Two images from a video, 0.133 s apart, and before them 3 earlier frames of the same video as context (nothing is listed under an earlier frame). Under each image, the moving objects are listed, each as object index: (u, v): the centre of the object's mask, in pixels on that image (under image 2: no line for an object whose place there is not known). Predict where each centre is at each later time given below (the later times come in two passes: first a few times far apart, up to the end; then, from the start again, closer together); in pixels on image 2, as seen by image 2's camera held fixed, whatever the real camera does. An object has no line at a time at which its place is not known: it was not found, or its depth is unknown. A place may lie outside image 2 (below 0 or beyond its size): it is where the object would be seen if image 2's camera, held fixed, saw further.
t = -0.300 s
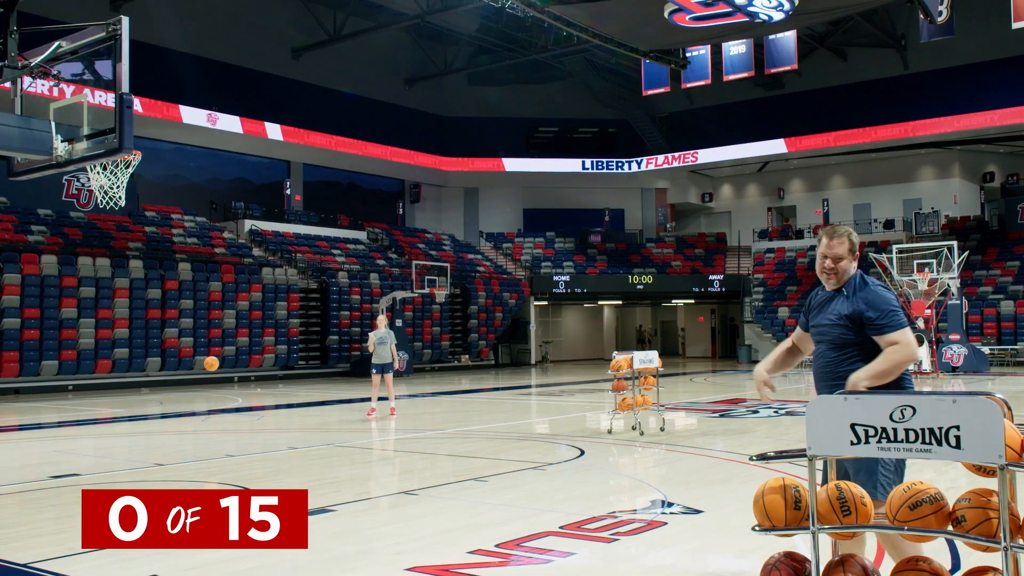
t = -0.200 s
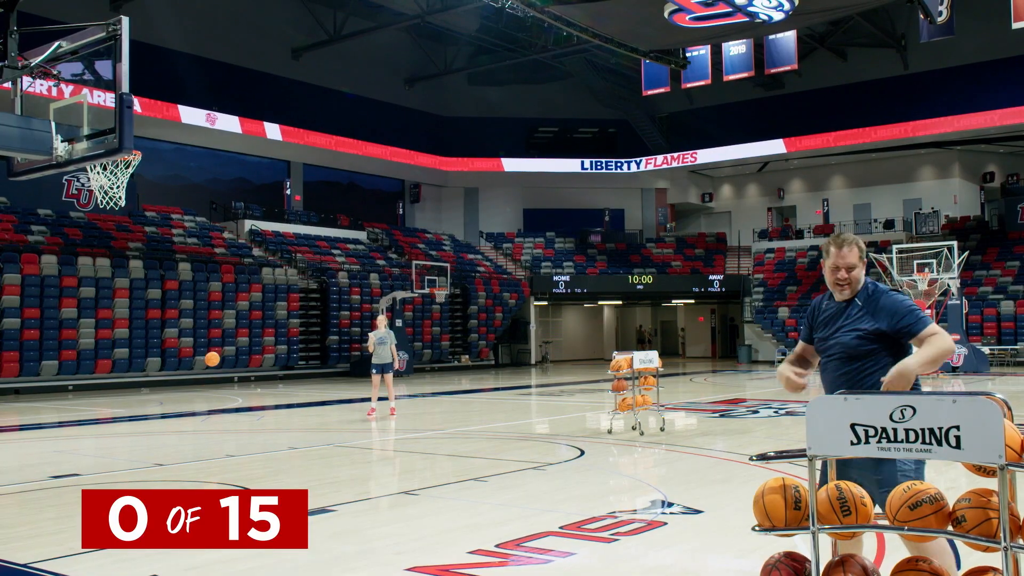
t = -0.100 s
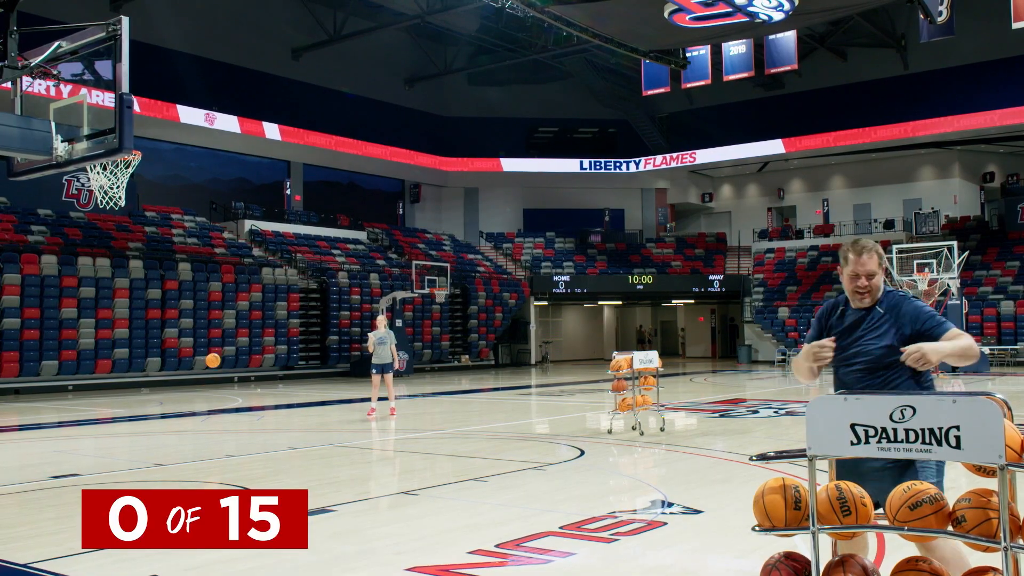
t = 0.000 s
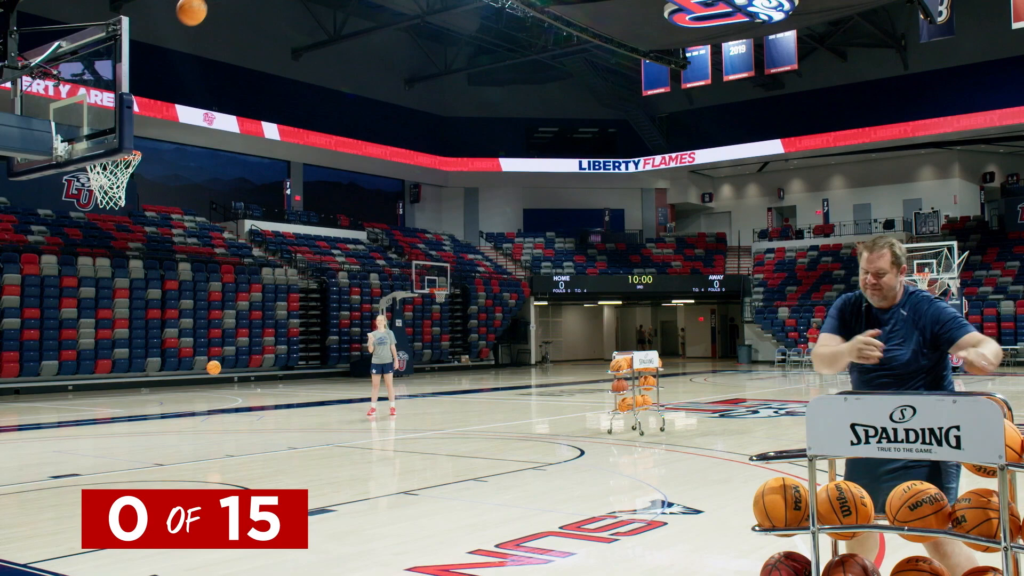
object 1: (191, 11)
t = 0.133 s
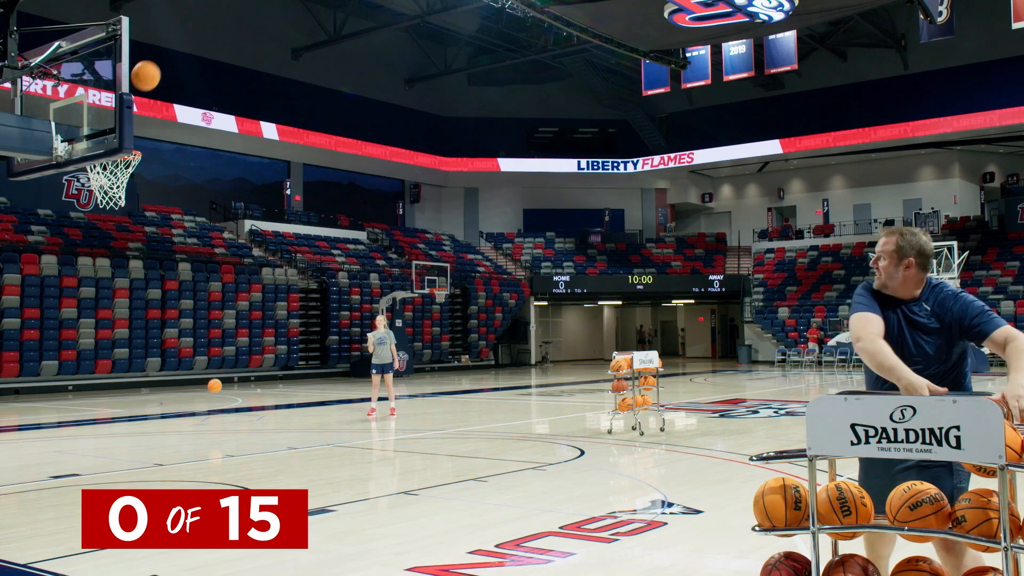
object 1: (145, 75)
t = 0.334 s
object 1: (85, 192)
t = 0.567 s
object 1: (34, 343)
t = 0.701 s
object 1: (9, 444)
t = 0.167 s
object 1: (139, 92)
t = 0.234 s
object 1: (108, 124)
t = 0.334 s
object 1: (85, 192)
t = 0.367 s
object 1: (79, 210)
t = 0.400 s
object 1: (71, 230)
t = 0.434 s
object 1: (64, 251)
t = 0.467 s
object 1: (56, 274)
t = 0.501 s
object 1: (49, 296)
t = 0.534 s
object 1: (42, 319)
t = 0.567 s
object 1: (34, 343)
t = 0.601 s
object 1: (28, 367)
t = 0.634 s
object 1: (21, 391)
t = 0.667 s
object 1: (14, 418)
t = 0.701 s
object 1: (9, 444)
